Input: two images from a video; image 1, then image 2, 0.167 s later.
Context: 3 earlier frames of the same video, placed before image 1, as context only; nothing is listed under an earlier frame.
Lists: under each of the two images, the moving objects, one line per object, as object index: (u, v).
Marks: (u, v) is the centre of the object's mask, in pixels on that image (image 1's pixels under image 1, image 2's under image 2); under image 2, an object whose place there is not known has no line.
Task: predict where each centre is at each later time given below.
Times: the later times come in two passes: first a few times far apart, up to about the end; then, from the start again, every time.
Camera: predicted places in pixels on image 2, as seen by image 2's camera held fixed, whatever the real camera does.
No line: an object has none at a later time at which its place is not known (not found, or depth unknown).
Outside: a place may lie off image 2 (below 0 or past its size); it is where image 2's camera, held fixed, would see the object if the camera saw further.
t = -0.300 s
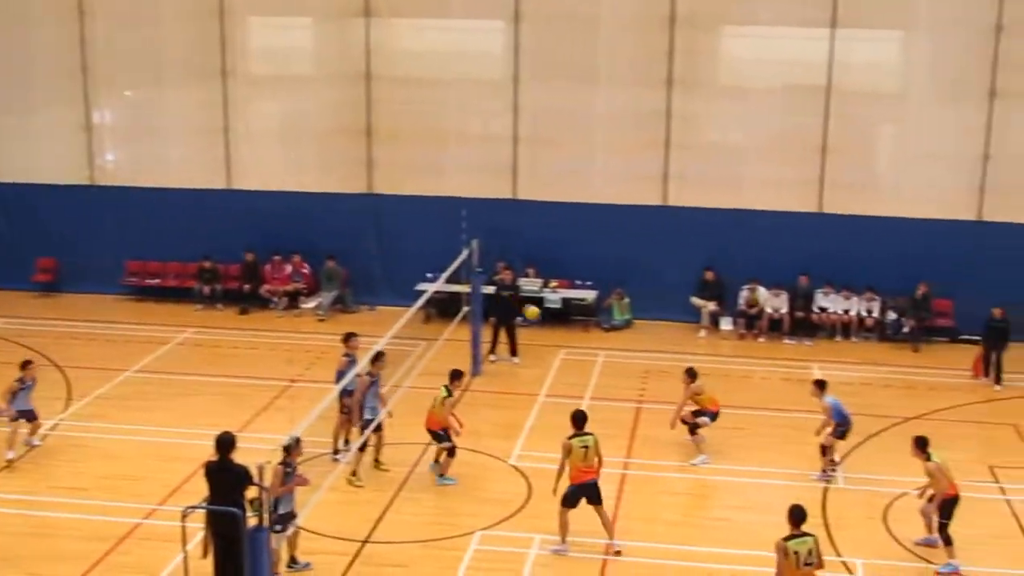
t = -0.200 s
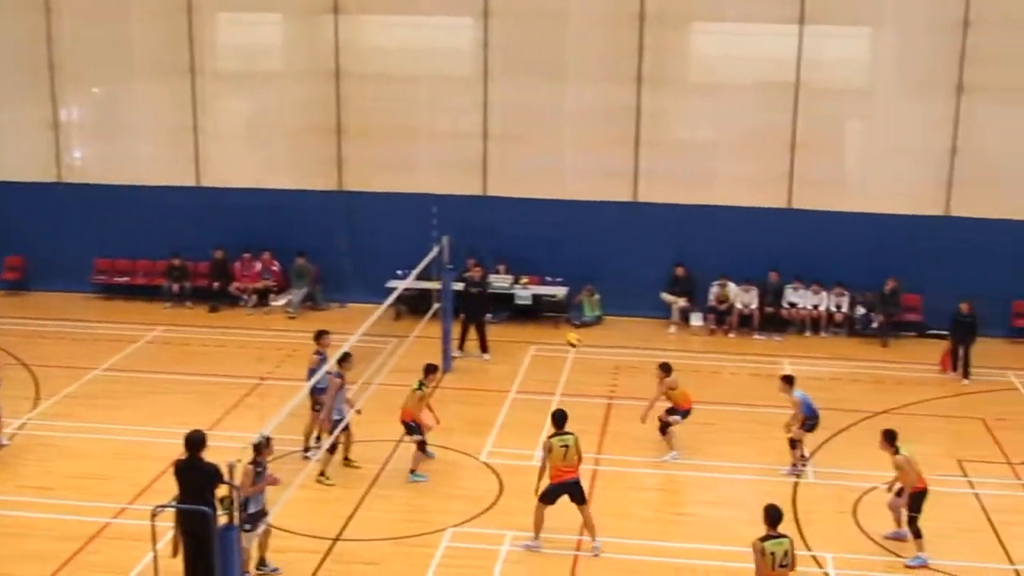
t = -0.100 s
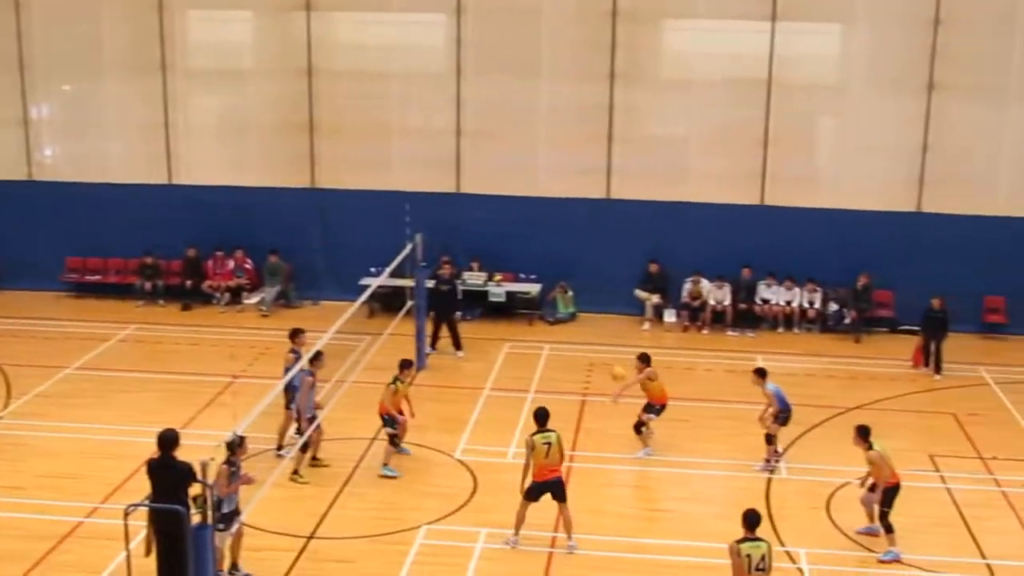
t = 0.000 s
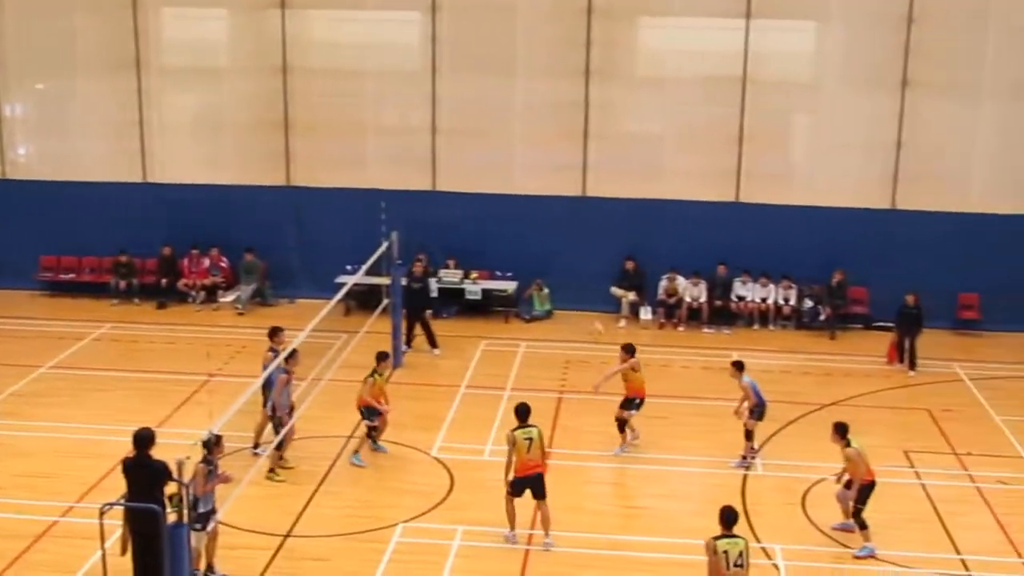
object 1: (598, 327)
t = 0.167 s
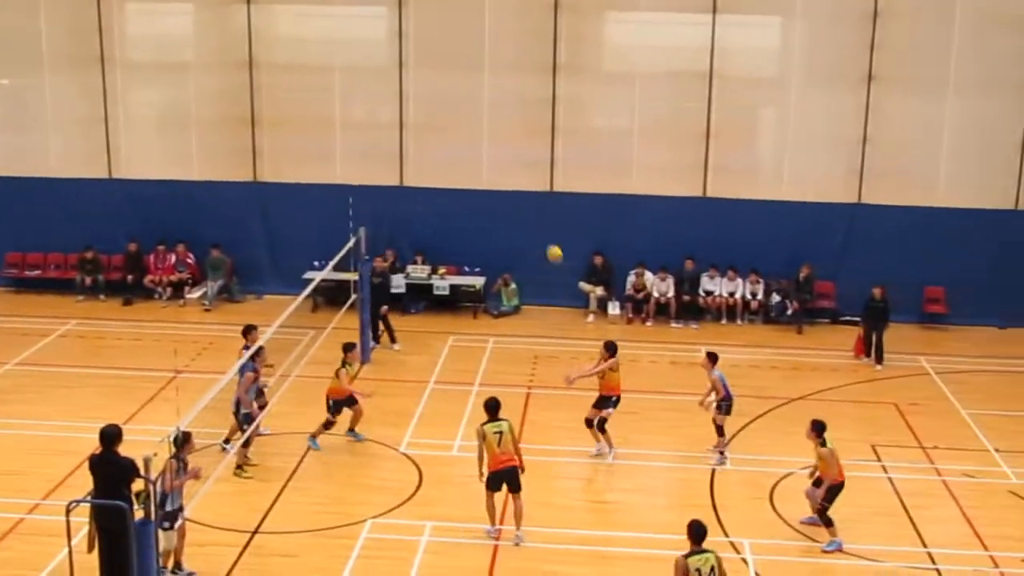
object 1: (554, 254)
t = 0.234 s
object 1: (549, 229)
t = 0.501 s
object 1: (530, 160)
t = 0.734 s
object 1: (514, 139)
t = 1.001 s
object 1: (494, 163)
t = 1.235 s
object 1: (475, 224)
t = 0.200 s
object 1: (552, 241)
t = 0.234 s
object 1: (549, 229)
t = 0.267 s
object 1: (546, 218)
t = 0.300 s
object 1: (544, 207)
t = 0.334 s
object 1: (542, 198)
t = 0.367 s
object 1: (541, 190)
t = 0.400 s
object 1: (537, 181)
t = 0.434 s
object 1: (534, 173)
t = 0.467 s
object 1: (532, 166)
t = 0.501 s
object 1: (530, 160)
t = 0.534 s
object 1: (529, 154)
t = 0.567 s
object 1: (526, 150)
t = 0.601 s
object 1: (523, 147)
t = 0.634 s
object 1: (521, 145)
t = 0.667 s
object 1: (518, 142)
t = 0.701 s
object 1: (516, 141)
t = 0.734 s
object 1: (514, 139)
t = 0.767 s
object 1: (511, 139)
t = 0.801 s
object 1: (509, 141)
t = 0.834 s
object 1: (506, 143)
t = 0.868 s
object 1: (503, 145)
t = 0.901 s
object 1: (501, 148)
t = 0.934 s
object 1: (498, 152)
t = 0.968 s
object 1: (496, 157)
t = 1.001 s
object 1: (494, 163)
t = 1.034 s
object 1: (491, 170)
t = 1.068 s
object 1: (487, 178)
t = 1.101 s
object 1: (485, 186)
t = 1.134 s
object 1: (482, 194)
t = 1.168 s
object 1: (480, 203)
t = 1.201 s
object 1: (477, 214)
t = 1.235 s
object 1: (475, 224)
